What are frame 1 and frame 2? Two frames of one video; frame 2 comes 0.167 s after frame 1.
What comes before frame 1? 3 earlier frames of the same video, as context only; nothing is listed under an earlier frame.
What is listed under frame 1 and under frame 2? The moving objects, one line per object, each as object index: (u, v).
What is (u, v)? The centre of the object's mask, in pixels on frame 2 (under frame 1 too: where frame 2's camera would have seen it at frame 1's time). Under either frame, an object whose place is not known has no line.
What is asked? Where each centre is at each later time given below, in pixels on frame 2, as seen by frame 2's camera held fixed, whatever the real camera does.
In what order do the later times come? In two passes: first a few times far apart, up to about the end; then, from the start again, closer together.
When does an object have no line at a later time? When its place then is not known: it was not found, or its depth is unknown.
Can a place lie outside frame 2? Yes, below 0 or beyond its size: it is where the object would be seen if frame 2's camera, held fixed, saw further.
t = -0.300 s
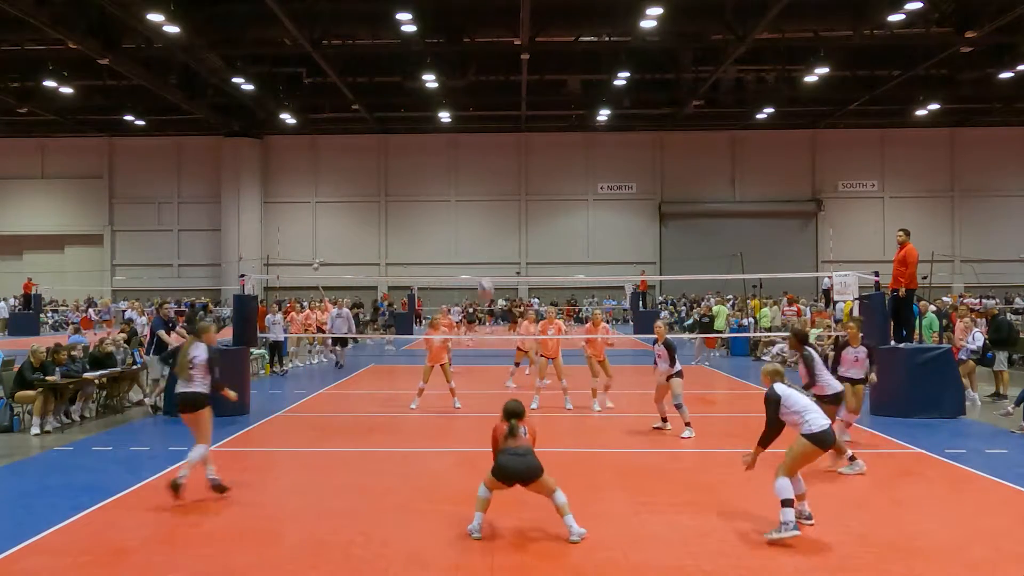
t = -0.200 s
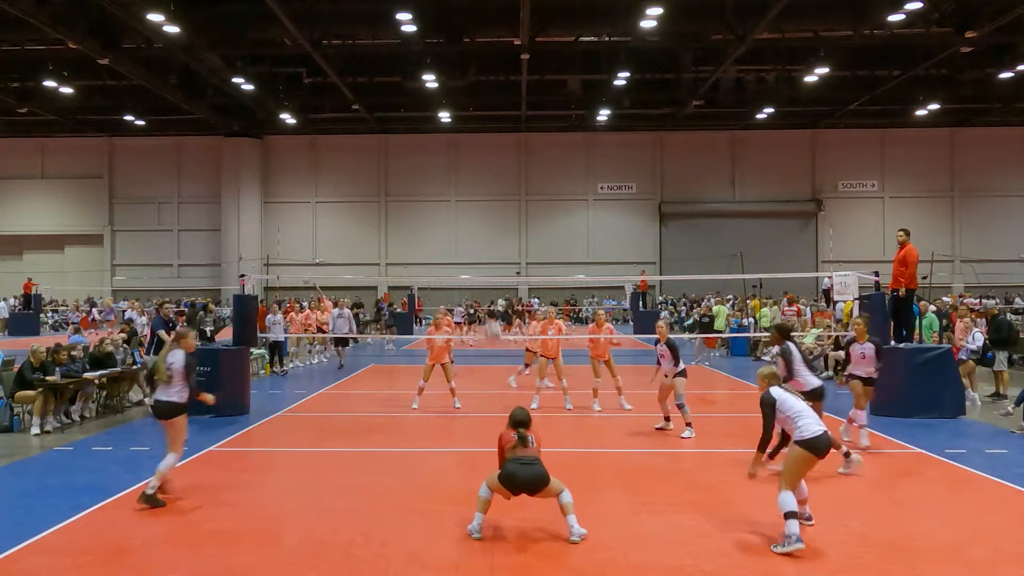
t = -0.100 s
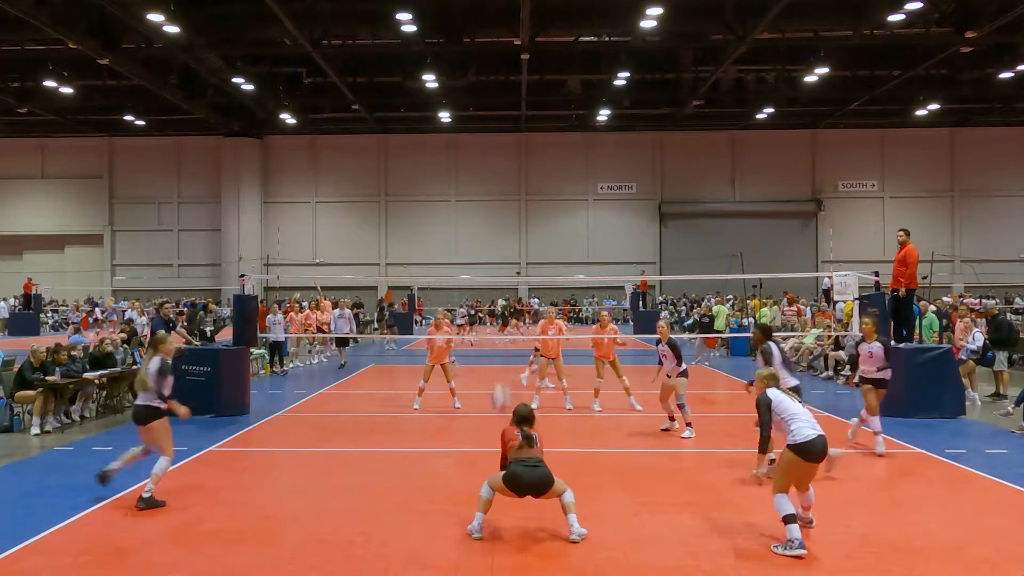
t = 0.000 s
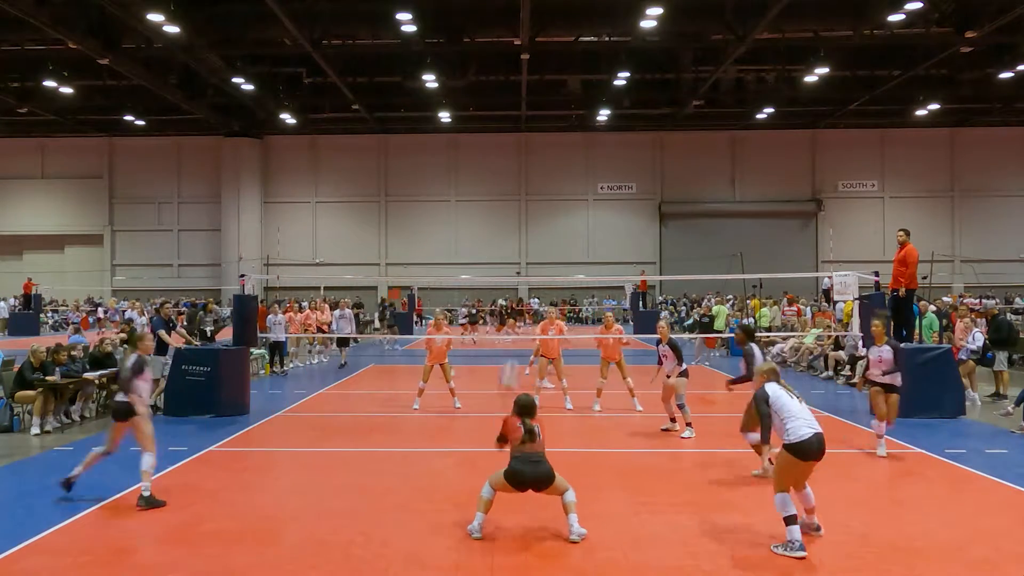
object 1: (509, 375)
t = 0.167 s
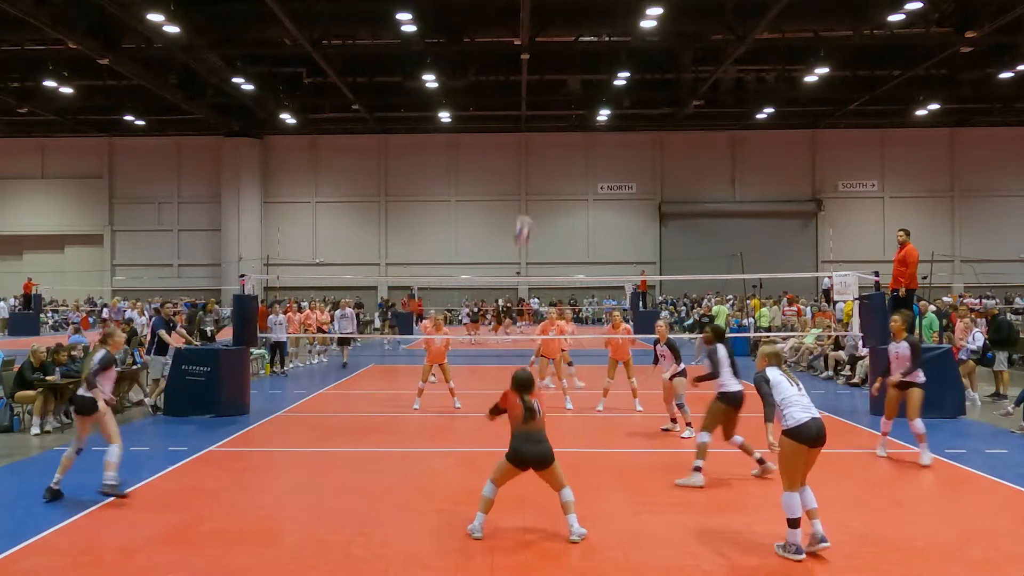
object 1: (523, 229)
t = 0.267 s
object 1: (530, 165)
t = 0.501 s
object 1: (548, 65)
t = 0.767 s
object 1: (567, 24)
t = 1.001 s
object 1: (581, 34)
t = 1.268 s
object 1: (594, 90)
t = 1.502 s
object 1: (604, 168)
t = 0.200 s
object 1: (524, 205)
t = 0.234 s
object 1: (527, 183)
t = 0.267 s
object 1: (530, 165)
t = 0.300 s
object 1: (533, 145)
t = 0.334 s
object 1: (535, 128)
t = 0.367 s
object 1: (538, 113)
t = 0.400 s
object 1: (540, 99)
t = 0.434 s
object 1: (543, 86)
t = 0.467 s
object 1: (545, 77)
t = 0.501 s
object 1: (548, 65)
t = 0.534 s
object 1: (550, 58)
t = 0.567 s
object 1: (553, 50)
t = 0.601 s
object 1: (555, 42)
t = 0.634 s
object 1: (557, 38)
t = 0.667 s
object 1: (560, 33)
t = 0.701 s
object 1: (562, 28)
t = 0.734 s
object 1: (564, 26)
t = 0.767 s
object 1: (567, 24)
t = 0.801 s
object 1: (569, 23)
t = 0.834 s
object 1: (571, 23)
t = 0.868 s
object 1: (573, 24)
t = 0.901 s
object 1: (575, 25)
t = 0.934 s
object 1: (577, 28)
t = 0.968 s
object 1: (579, 30)
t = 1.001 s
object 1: (581, 34)
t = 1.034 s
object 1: (582, 39)
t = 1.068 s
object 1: (584, 44)
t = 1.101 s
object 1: (586, 50)
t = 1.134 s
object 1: (588, 57)
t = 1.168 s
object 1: (590, 64)
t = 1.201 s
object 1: (591, 72)
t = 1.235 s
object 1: (593, 81)
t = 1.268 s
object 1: (594, 90)
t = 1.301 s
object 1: (596, 100)
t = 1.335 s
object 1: (597, 109)
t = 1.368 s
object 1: (599, 122)
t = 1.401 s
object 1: (600, 131)
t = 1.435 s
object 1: (602, 144)
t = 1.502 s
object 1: (604, 168)
